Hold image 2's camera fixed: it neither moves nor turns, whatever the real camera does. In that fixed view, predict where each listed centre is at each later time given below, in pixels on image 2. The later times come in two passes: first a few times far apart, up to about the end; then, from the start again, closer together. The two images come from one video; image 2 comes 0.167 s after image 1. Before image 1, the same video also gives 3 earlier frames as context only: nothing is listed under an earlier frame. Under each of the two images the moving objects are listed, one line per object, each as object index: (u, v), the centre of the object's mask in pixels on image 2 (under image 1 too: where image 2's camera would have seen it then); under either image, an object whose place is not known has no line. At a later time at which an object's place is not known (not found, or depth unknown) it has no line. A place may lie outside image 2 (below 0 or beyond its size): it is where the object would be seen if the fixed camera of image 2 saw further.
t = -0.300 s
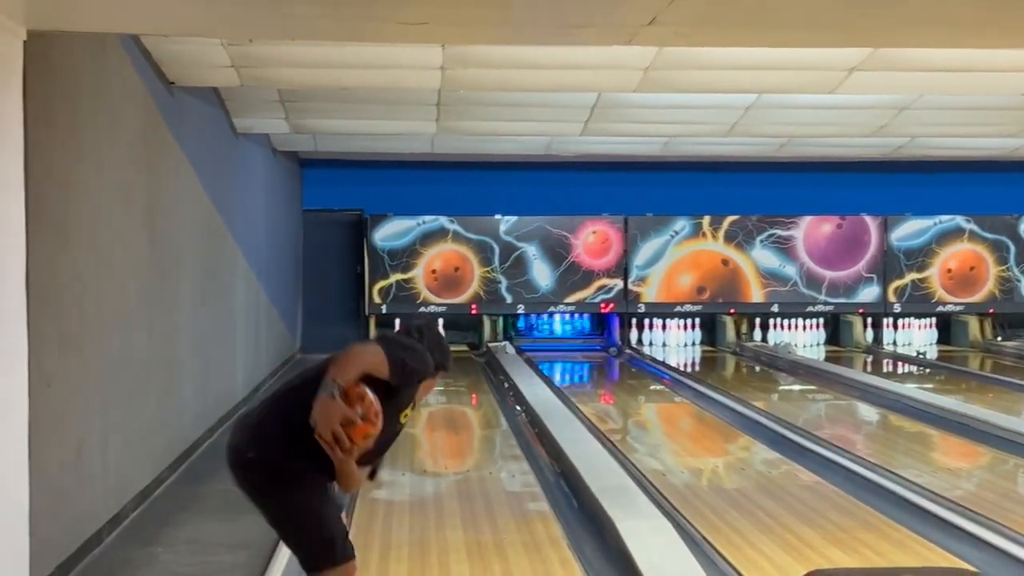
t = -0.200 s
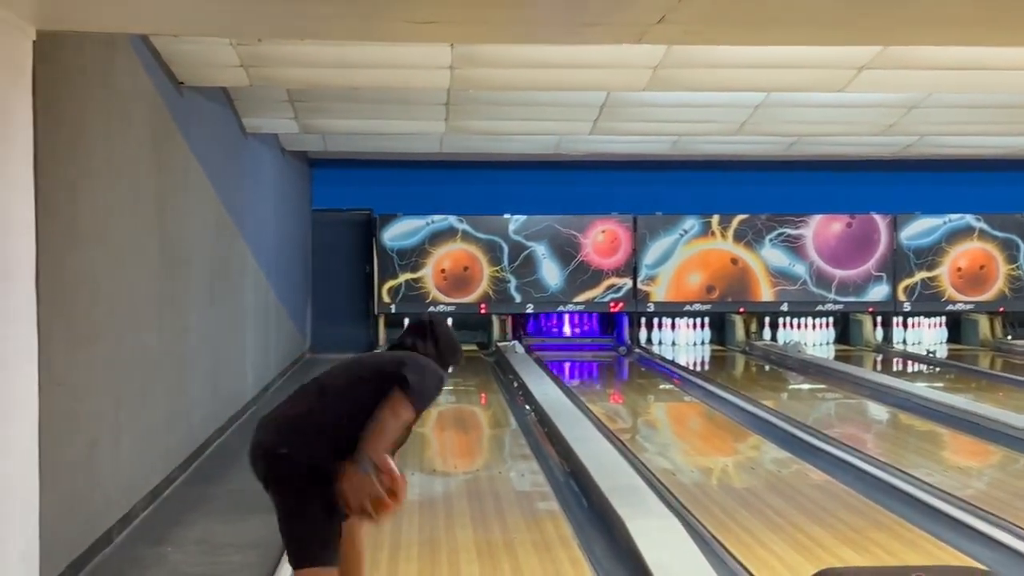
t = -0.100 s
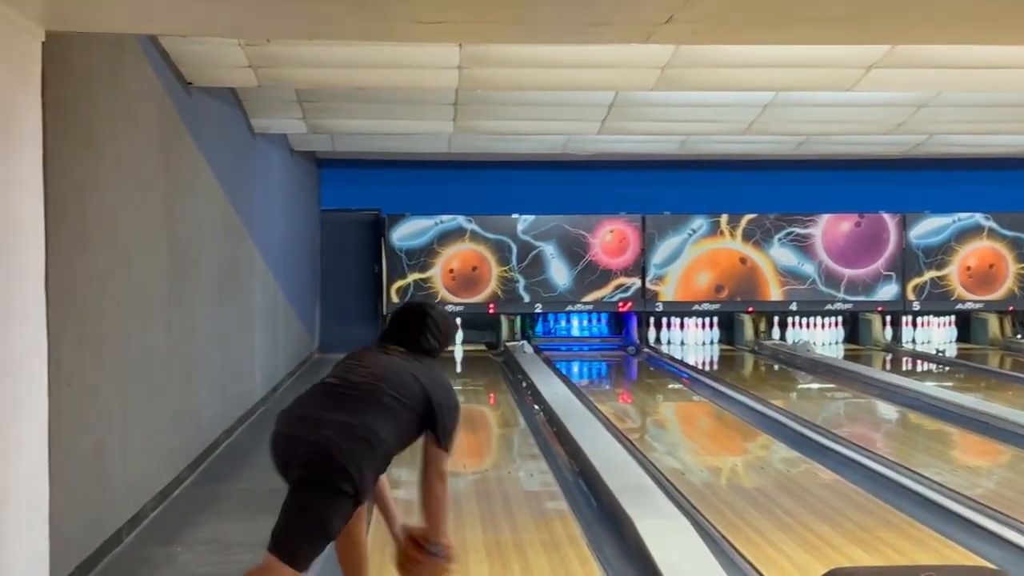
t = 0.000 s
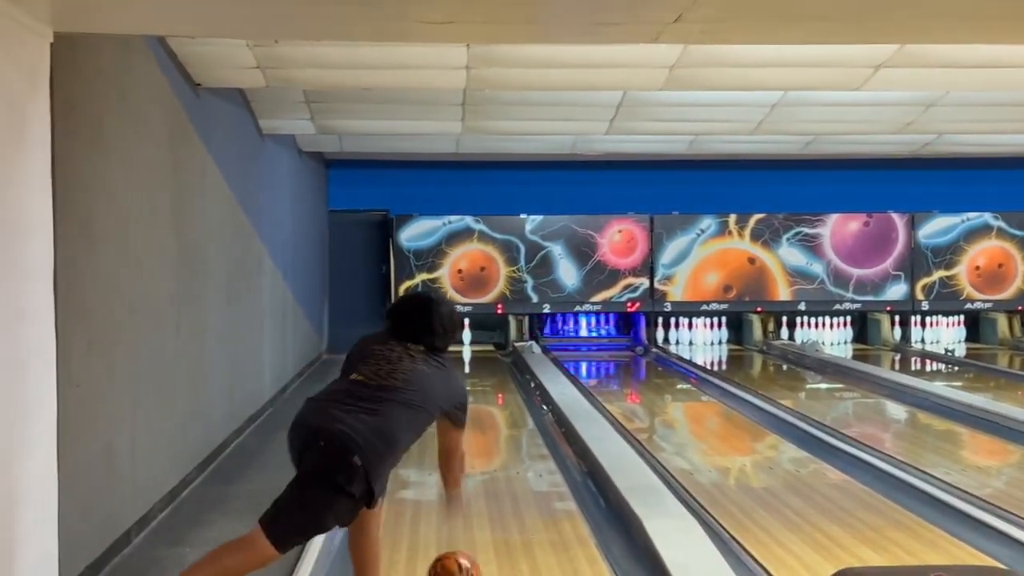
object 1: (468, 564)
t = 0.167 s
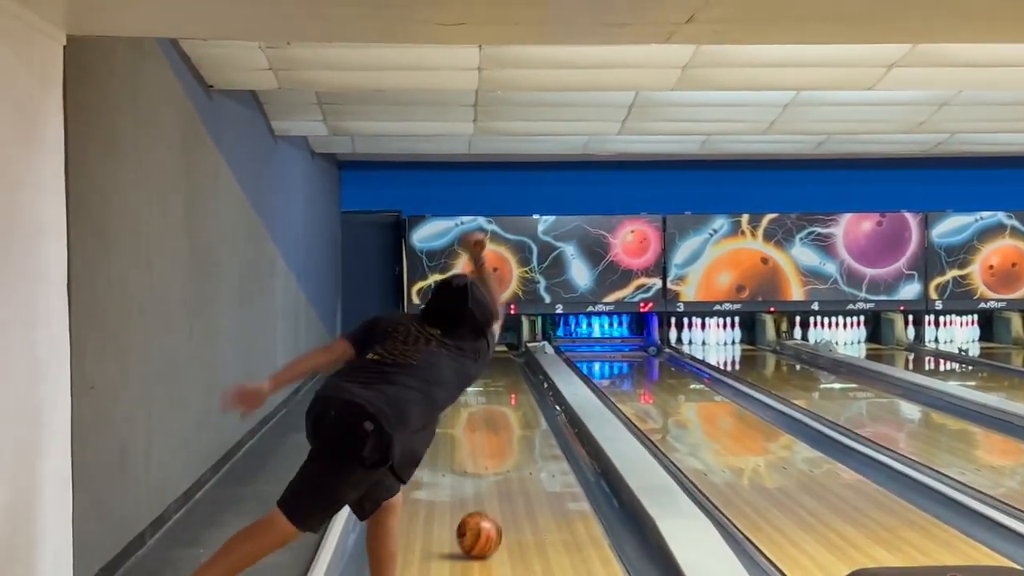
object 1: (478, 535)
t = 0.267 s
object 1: (483, 512)
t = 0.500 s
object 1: (492, 469)
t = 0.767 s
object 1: (499, 434)
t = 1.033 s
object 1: (501, 408)
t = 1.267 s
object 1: (503, 391)
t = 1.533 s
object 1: (503, 375)
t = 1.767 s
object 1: (504, 364)
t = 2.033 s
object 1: (504, 354)
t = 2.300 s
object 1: (502, 344)
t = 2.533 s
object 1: (498, 337)
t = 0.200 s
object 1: (480, 527)
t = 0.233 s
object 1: (481, 520)
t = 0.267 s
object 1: (483, 512)
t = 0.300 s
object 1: (485, 505)
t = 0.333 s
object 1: (487, 497)
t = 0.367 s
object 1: (488, 491)
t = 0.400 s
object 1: (489, 485)
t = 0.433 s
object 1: (490, 479)
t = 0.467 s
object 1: (491, 474)
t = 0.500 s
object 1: (492, 469)
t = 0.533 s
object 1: (493, 463)
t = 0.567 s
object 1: (495, 459)
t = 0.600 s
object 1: (495, 454)
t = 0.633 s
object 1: (496, 450)
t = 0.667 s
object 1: (496, 447)
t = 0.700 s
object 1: (497, 443)
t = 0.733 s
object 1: (498, 439)
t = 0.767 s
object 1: (499, 434)
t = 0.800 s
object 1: (499, 431)
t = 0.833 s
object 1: (500, 427)
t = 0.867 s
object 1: (500, 424)
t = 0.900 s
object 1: (500, 420)
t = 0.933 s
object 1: (501, 417)
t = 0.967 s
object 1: (501, 414)
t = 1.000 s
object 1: (501, 411)
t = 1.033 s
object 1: (501, 408)
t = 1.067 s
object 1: (501, 406)
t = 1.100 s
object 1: (502, 403)
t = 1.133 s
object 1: (502, 399)
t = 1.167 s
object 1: (502, 398)
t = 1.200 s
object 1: (503, 396)
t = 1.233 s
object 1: (504, 394)
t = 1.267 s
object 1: (503, 391)
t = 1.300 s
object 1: (503, 389)
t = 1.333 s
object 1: (504, 387)
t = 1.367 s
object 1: (503, 385)
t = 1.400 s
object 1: (504, 383)
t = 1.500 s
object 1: (504, 376)
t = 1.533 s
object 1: (503, 375)
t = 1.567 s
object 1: (503, 372)
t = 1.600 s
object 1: (504, 371)
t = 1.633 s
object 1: (504, 369)
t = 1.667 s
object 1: (504, 368)
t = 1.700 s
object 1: (504, 366)
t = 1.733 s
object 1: (505, 365)
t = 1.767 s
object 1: (504, 364)
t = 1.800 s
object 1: (504, 362)
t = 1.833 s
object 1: (504, 360)
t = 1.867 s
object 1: (506, 360)
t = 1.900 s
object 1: (504, 358)
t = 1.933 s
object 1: (504, 357)
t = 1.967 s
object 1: (504, 355)
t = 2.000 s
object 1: (504, 354)
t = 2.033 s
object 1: (504, 354)
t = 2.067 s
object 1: (504, 353)
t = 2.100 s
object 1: (504, 351)
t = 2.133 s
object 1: (503, 350)
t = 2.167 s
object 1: (503, 350)
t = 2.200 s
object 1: (503, 348)
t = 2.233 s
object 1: (502, 347)
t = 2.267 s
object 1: (502, 345)
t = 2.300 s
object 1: (502, 344)
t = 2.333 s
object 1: (501, 345)
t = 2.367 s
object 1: (501, 343)
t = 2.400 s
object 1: (500, 340)
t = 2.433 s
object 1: (500, 339)
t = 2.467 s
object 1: (499, 339)
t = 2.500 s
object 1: (499, 338)
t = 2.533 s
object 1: (498, 337)
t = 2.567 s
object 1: (501, 336)
